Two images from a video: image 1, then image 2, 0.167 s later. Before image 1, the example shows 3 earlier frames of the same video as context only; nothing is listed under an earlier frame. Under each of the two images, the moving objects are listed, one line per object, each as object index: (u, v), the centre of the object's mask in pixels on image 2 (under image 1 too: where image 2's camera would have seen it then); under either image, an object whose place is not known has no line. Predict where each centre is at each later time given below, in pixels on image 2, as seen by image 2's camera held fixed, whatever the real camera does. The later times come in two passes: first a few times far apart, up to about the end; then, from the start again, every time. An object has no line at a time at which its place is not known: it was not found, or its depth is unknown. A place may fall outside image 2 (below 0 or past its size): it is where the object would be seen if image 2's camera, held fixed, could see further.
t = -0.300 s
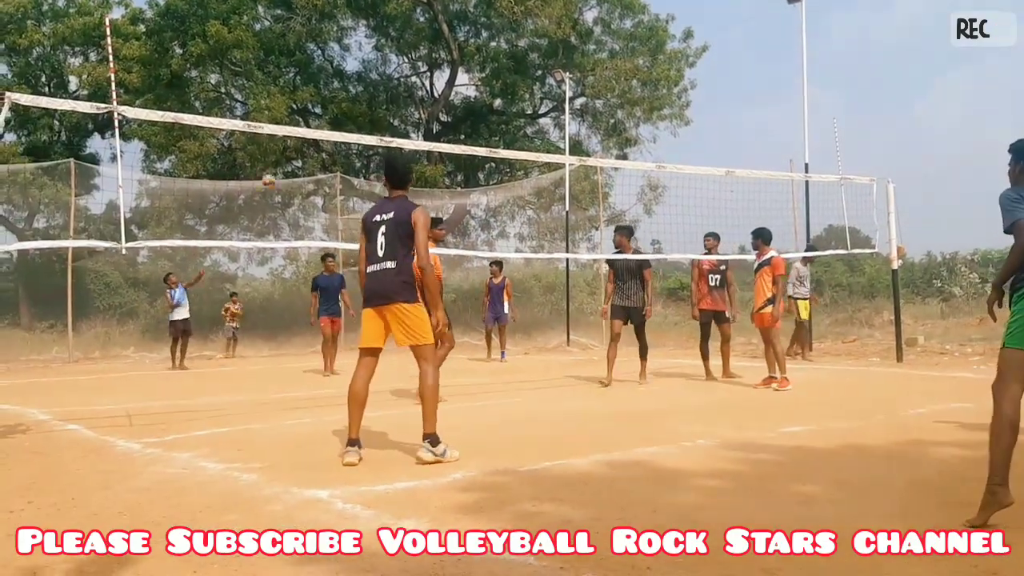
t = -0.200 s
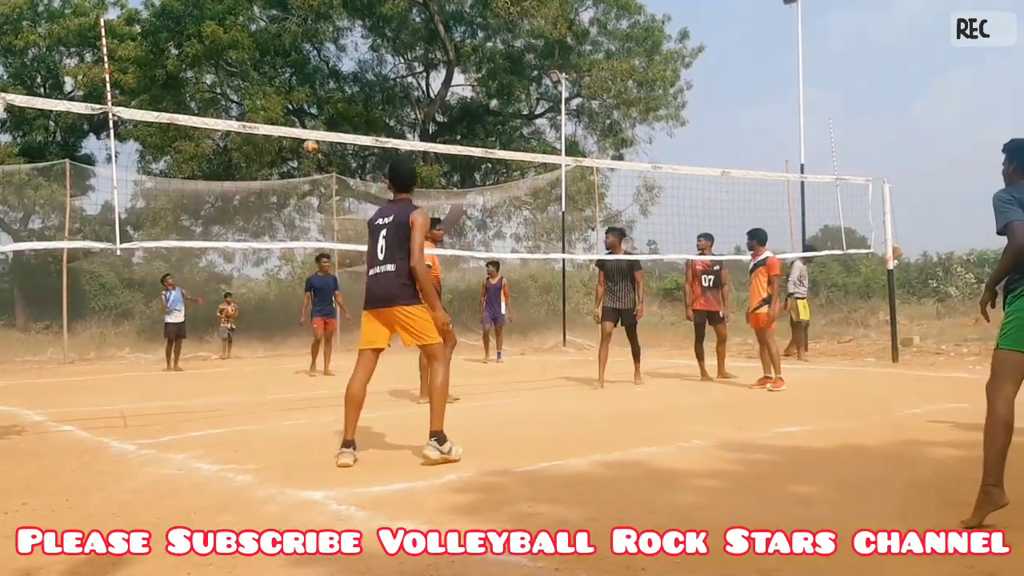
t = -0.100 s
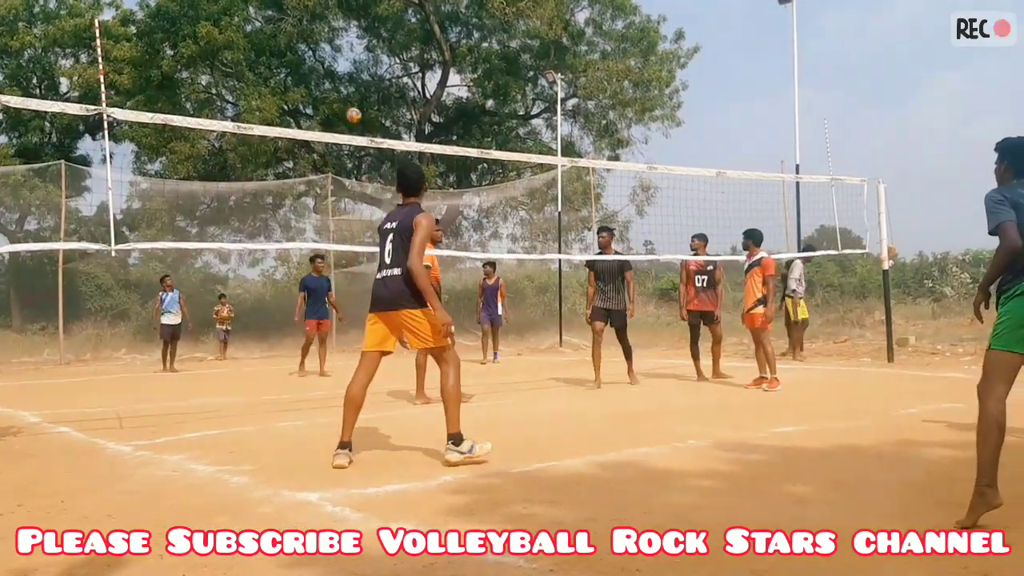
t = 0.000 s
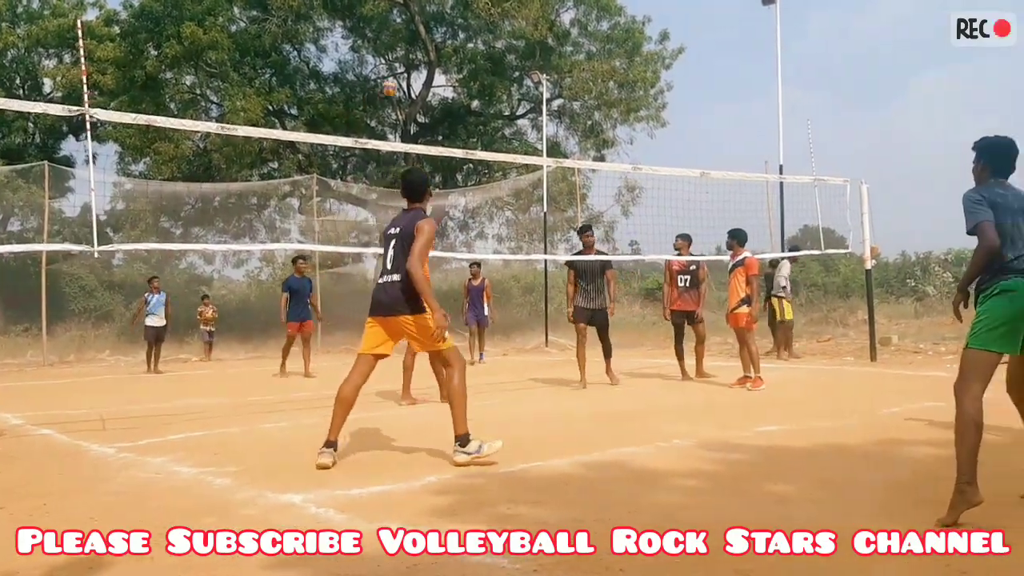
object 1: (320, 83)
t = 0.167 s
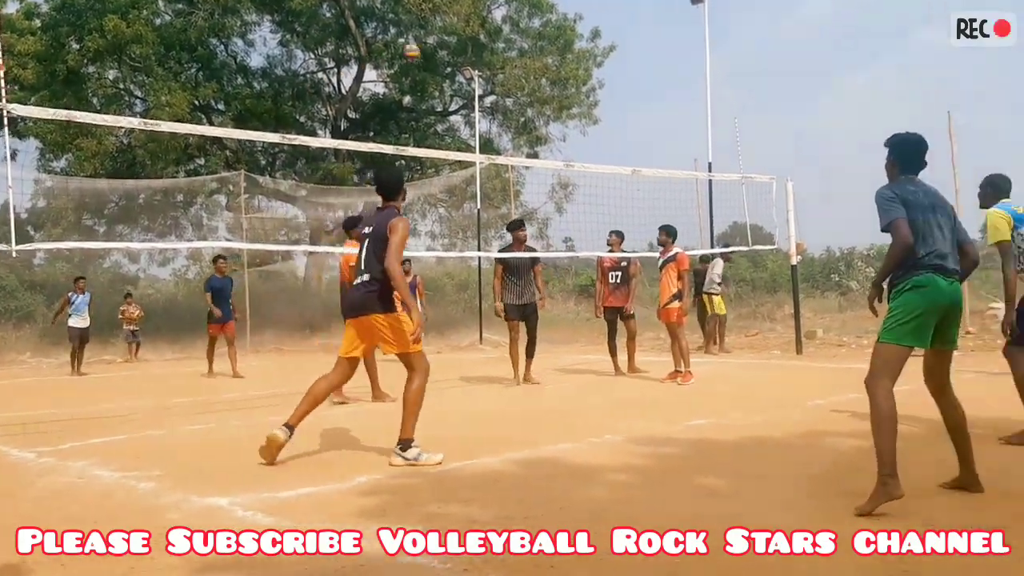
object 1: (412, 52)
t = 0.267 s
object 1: (472, 43)
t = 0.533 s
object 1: (648, 49)
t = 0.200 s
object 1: (431, 48)
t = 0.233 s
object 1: (451, 44)
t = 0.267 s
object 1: (472, 43)
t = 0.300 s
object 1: (492, 41)
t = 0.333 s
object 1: (514, 41)
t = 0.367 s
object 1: (535, 40)
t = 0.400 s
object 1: (558, 40)
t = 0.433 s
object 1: (580, 42)
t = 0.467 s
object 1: (604, 44)
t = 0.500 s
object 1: (625, 46)
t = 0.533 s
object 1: (648, 49)
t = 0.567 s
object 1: (672, 54)
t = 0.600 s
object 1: (697, 59)
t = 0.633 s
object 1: (721, 66)
